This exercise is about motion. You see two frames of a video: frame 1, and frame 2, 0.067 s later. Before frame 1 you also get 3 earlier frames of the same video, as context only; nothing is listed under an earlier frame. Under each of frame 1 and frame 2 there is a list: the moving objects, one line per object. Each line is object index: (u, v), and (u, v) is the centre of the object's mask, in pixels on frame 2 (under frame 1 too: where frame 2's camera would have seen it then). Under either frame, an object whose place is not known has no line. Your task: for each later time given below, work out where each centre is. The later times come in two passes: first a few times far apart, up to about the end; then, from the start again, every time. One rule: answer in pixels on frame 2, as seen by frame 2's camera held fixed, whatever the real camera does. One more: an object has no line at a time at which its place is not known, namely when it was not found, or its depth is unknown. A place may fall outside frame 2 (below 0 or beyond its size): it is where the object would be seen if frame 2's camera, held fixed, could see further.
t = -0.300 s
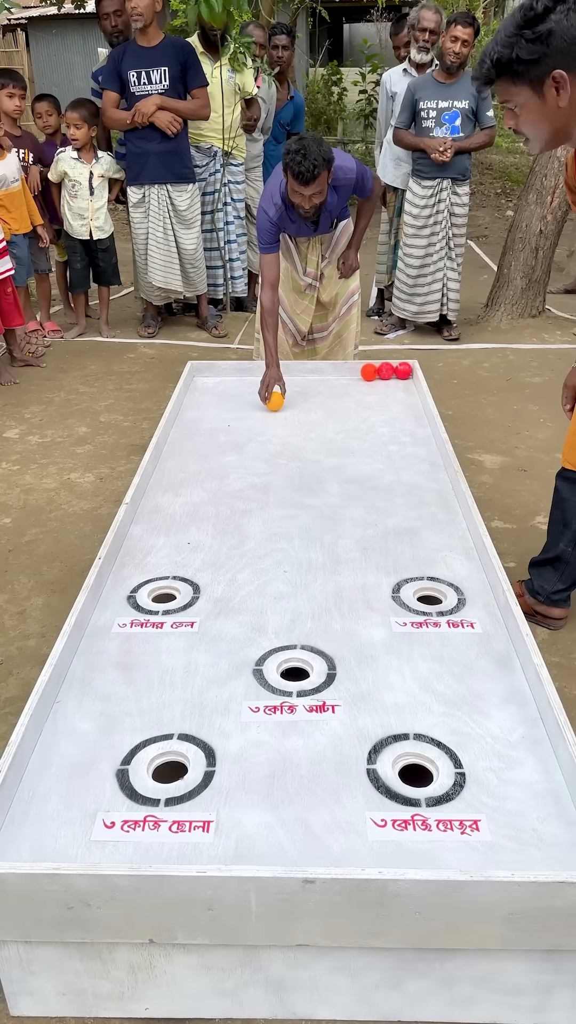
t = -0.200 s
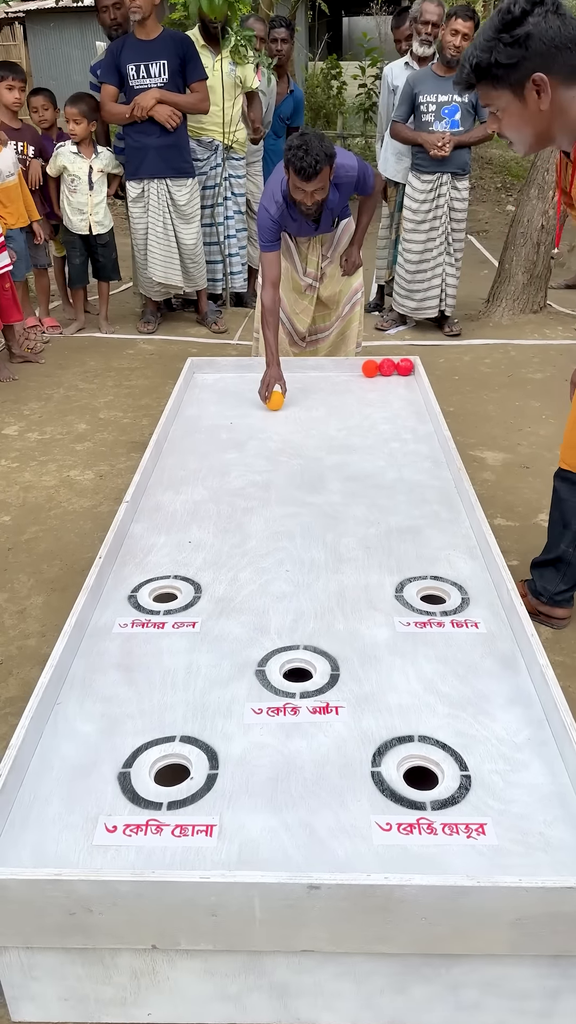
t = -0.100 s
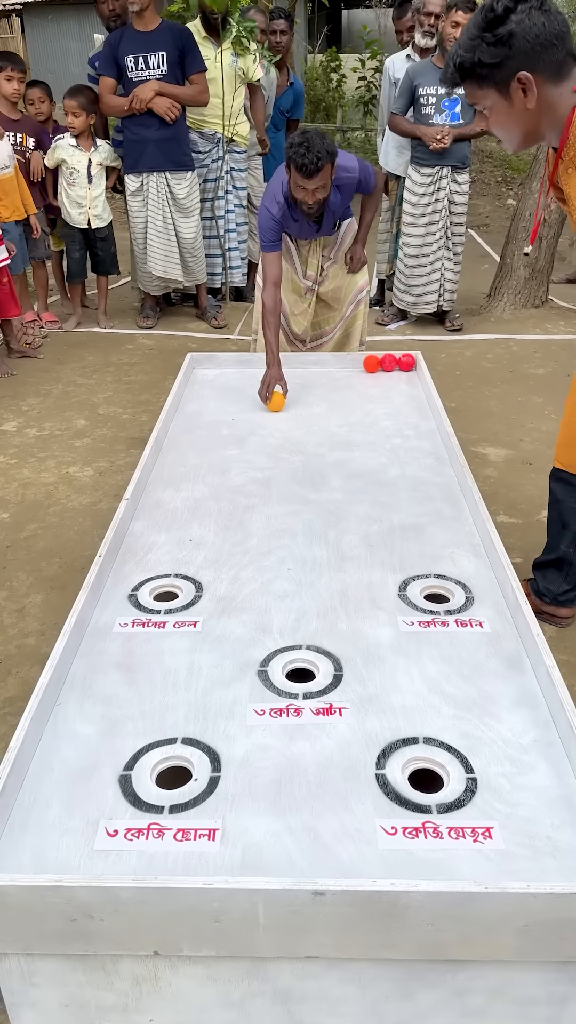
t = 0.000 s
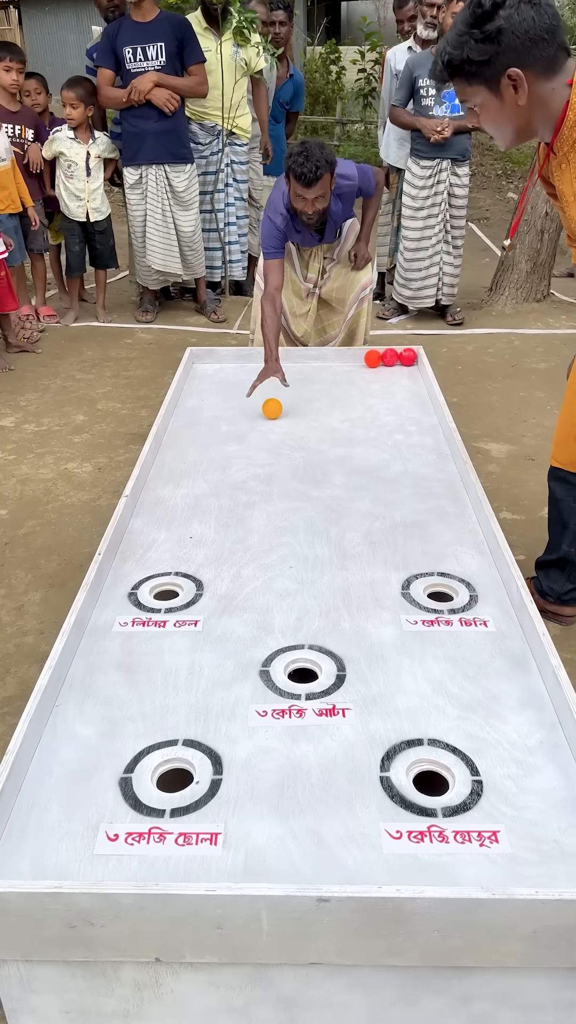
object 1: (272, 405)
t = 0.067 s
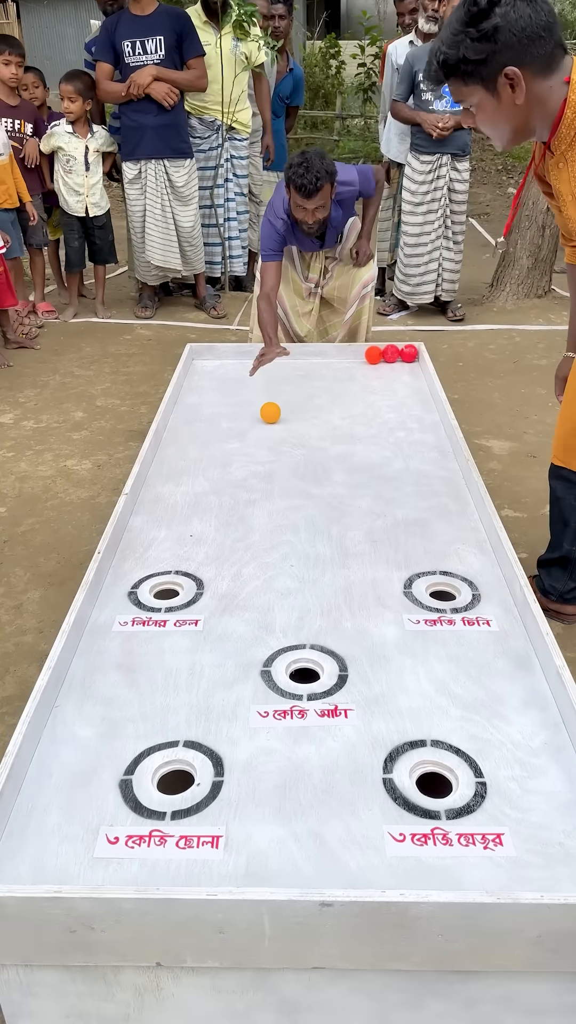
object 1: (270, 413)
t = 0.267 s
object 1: (263, 435)
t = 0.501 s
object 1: (256, 463)
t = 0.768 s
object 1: (249, 497)
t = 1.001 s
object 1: (245, 528)
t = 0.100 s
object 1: (269, 416)
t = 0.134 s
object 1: (268, 420)
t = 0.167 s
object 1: (267, 424)
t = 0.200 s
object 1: (266, 427)
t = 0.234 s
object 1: (264, 431)
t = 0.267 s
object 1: (263, 435)
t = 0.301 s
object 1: (262, 439)
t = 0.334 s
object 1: (261, 443)
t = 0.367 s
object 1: (260, 447)
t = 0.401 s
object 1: (259, 451)
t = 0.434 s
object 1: (258, 455)
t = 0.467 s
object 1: (257, 459)
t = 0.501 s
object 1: (256, 463)
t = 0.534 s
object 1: (255, 467)
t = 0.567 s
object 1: (254, 471)
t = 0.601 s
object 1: (253, 476)
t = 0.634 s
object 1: (252, 480)
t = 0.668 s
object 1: (252, 484)
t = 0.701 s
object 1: (251, 488)
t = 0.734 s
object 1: (250, 493)
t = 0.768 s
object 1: (249, 497)
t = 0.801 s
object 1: (248, 501)
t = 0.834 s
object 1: (248, 506)
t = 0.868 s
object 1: (247, 510)
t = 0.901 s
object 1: (246, 515)
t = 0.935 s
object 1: (246, 519)
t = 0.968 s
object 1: (245, 524)
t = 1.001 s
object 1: (245, 528)
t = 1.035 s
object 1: (244, 533)
